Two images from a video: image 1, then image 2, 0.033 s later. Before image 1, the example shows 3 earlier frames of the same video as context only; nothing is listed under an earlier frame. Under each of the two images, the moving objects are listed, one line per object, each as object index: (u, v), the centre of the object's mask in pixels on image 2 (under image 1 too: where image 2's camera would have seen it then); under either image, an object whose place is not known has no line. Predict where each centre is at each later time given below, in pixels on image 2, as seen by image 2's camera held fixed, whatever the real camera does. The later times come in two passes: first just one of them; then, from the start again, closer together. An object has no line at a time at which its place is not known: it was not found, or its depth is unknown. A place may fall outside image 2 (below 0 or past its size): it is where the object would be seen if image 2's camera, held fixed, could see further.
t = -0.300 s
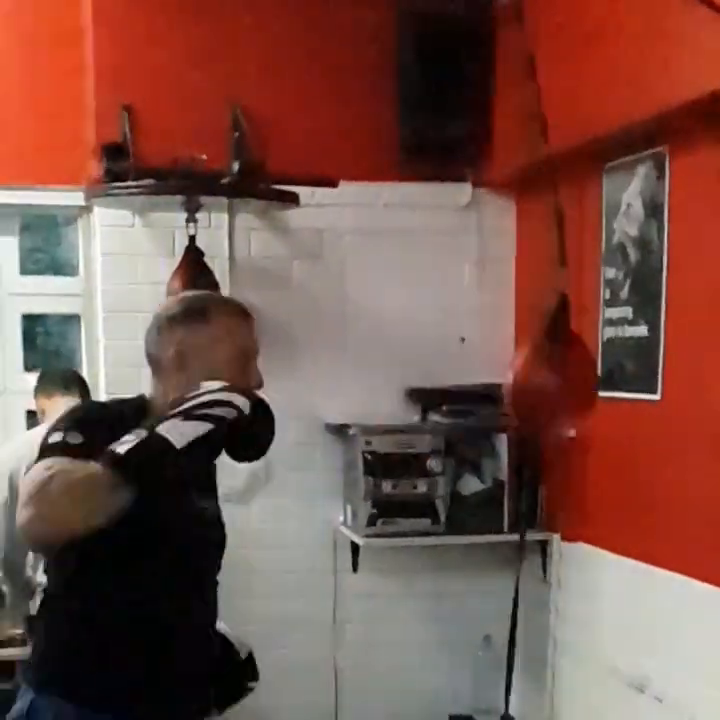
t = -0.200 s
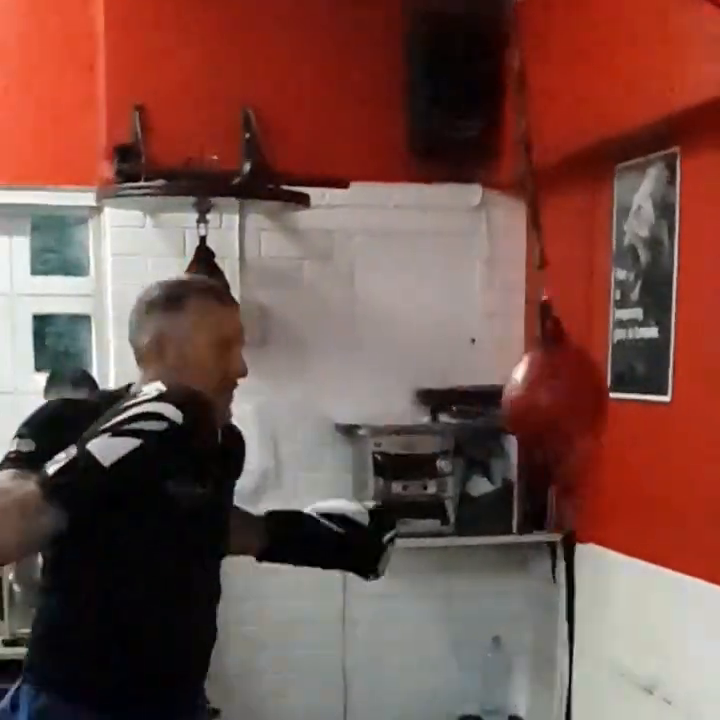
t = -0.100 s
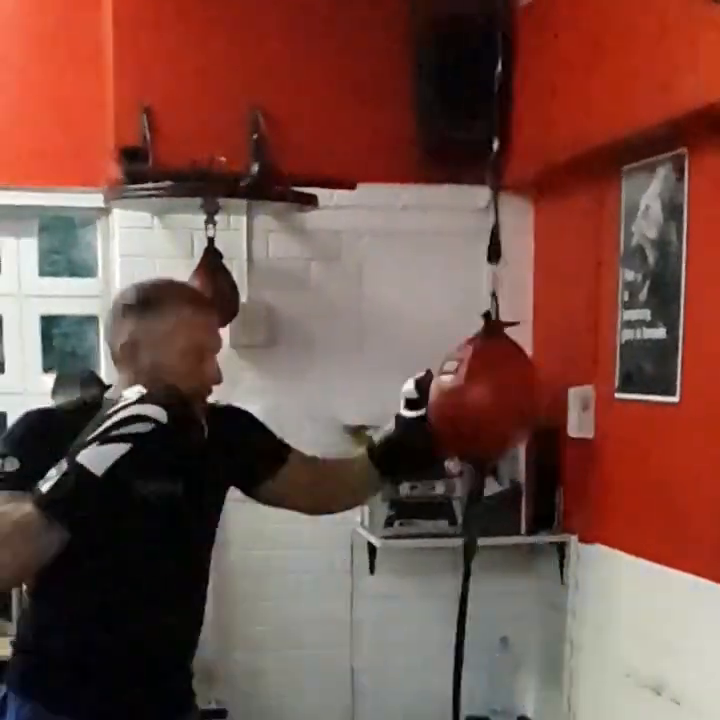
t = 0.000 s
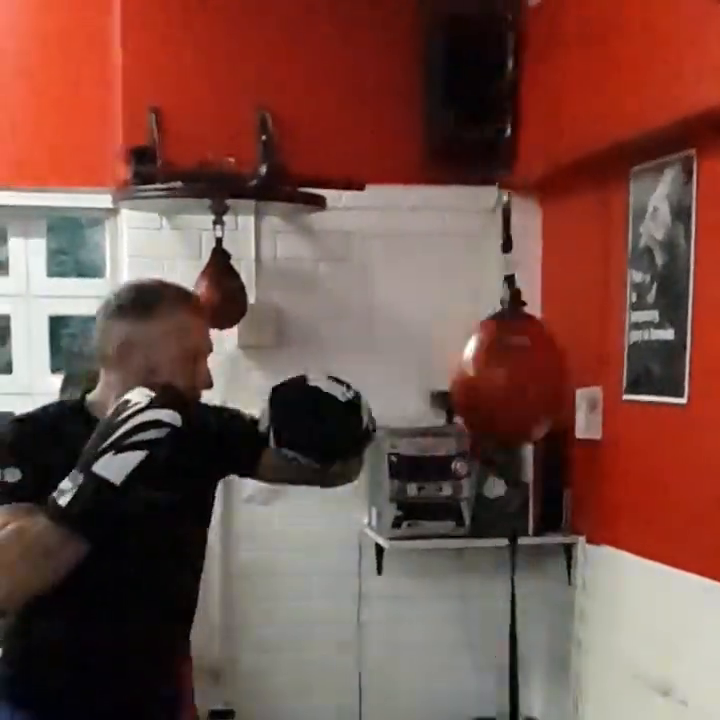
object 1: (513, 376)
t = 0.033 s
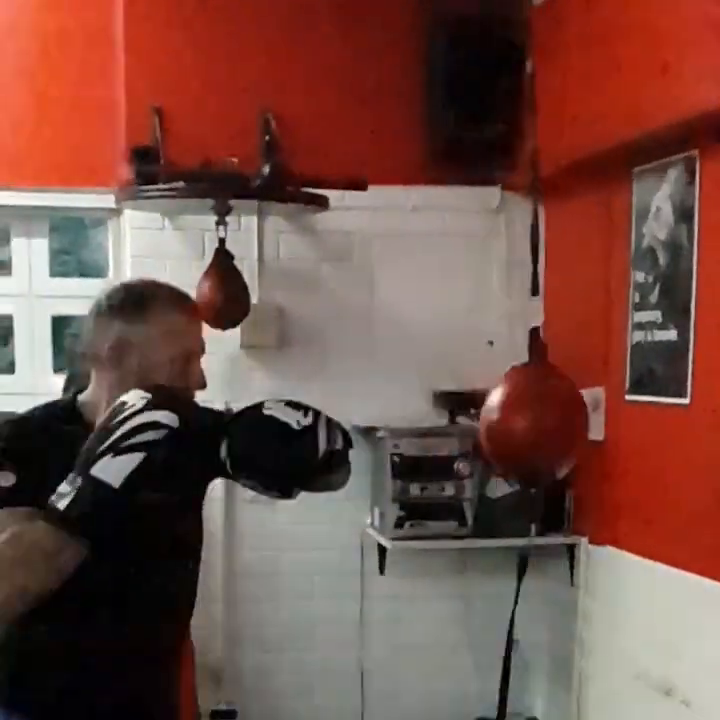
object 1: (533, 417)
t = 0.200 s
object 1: (531, 374)
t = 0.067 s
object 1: (548, 408)
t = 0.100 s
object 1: (551, 384)
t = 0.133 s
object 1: (544, 381)
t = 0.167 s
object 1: (536, 377)
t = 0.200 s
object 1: (531, 374)
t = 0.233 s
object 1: (514, 389)
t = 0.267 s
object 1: (496, 406)
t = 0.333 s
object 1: (457, 379)
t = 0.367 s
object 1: (459, 377)
